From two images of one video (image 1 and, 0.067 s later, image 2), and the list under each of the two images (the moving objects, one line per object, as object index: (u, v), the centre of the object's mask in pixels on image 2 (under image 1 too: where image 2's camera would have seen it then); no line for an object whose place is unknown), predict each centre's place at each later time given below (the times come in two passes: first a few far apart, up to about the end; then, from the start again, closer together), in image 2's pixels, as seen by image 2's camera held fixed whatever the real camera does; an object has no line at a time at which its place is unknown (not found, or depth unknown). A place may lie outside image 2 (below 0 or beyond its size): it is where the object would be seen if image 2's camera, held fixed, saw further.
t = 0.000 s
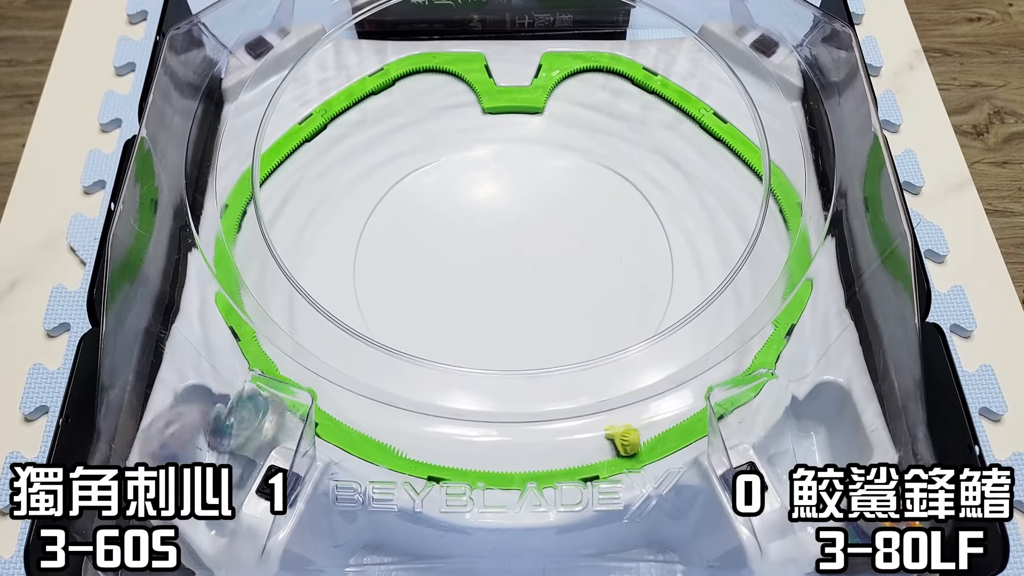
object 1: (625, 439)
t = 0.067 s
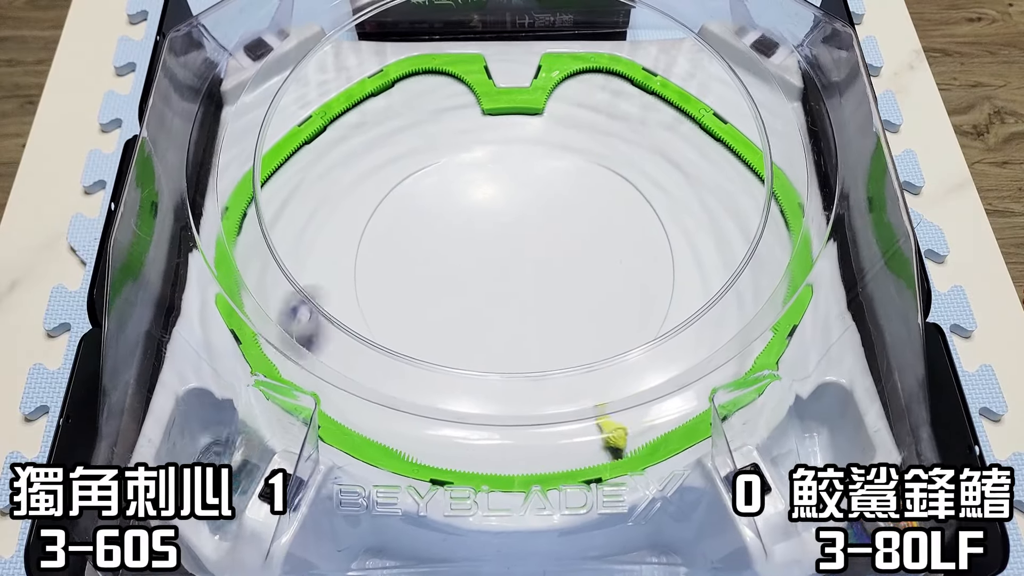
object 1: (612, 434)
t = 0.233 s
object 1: (570, 389)
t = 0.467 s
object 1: (523, 274)
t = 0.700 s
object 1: (555, 177)
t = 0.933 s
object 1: (582, 233)
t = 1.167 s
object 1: (485, 279)
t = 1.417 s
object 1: (419, 250)
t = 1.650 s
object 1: (385, 265)
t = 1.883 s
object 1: (414, 307)
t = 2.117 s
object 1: (459, 327)
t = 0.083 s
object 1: (609, 431)
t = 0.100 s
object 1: (605, 425)
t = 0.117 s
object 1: (601, 421)
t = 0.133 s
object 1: (598, 418)
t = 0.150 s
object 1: (594, 414)
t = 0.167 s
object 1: (589, 409)
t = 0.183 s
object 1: (585, 397)
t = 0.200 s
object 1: (581, 395)
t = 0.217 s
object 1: (575, 392)
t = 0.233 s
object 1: (570, 389)
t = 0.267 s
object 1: (557, 386)
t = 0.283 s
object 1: (557, 367)
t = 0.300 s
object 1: (550, 365)
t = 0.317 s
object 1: (543, 361)
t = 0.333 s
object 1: (538, 353)
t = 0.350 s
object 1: (534, 345)
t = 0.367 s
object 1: (531, 335)
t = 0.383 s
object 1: (528, 325)
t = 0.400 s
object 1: (526, 315)
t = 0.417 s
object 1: (524, 304)
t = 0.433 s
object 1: (523, 294)
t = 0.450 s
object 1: (522, 284)
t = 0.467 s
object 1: (523, 274)
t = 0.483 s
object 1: (522, 264)
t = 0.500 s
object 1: (522, 255)
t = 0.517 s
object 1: (523, 245)
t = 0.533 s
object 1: (523, 236)
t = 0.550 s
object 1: (523, 227)
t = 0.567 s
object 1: (525, 218)
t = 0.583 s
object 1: (527, 210)
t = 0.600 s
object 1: (530, 202)
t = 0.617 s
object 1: (534, 195)
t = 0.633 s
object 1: (538, 190)
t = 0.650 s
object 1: (542, 185)
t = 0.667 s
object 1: (546, 181)
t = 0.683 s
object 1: (550, 178)
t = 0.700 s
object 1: (555, 177)
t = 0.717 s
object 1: (559, 177)
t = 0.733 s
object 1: (563, 179)
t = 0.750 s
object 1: (567, 181)
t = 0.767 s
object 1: (570, 183)
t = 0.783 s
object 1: (573, 187)
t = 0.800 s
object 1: (576, 190)
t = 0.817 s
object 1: (579, 194)
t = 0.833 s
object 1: (581, 199)
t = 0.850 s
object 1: (583, 204)
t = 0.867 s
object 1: (584, 209)
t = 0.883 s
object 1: (585, 214)
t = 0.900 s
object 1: (585, 220)
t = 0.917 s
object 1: (584, 227)
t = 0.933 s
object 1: (582, 233)
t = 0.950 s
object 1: (579, 240)
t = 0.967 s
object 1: (575, 245)
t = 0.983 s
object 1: (570, 251)
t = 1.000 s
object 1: (564, 256)
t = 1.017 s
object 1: (558, 261)
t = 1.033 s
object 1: (551, 264)
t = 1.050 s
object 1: (543, 268)
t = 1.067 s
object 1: (535, 270)
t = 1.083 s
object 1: (527, 273)
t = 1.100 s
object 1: (519, 274)
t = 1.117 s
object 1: (510, 276)
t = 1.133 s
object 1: (502, 277)
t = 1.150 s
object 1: (494, 279)
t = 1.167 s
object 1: (485, 279)
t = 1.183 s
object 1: (477, 279)
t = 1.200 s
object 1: (469, 279)
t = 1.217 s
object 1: (462, 279)
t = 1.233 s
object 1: (455, 278)
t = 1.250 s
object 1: (448, 276)
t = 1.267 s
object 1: (442, 274)
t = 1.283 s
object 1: (438, 272)
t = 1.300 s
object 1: (433, 269)
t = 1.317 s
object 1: (429, 267)
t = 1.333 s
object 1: (426, 264)
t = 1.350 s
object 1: (424, 261)
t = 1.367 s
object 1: (422, 258)
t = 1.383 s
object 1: (421, 255)
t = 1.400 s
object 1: (420, 253)
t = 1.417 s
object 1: (419, 250)
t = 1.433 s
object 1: (418, 248)
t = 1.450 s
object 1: (418, 246)
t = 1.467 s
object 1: (418, 243)
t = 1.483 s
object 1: (419, 242)
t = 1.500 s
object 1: (420, 240)
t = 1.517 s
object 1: (421, 239)
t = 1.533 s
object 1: (422, 238)
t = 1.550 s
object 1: (423, 237)
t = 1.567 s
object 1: (424, 236)
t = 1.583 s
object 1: (424, 239)
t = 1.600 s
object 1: (414, 245)
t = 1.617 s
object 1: (403, 253)
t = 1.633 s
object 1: (394, 259)
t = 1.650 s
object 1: (385, 265)
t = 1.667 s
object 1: (378, 269)
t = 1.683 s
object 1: (375, 273)
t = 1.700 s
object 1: (374, 277)
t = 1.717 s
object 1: (375, 280)
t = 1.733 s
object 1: (377, 283)
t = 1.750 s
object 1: (379, 285)
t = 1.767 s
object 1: (382, 287)
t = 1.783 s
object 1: (386, 289)
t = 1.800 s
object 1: (390, 291)
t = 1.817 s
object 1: (394, 294)
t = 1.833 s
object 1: (399, 297)
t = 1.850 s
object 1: (404, 300)
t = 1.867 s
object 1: (409, 303)
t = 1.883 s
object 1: (414, 307)
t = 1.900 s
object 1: (419, 311)
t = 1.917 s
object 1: (424, 314)
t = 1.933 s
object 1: (429, 317)
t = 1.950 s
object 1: (433, 320)
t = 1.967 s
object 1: (437, 322)
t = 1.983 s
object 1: (441, 325)
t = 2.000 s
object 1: (444, 326)
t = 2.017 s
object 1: (446, 328)
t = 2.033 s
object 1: (448, 329)
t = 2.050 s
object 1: (451, 329)
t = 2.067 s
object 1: (454, 329)
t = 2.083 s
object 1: (455, 328)
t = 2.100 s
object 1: (457, 328)
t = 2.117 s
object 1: (459, 327)
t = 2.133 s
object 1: (461, 325)
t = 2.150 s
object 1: (464, 324)
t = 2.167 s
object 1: (467, 323)
